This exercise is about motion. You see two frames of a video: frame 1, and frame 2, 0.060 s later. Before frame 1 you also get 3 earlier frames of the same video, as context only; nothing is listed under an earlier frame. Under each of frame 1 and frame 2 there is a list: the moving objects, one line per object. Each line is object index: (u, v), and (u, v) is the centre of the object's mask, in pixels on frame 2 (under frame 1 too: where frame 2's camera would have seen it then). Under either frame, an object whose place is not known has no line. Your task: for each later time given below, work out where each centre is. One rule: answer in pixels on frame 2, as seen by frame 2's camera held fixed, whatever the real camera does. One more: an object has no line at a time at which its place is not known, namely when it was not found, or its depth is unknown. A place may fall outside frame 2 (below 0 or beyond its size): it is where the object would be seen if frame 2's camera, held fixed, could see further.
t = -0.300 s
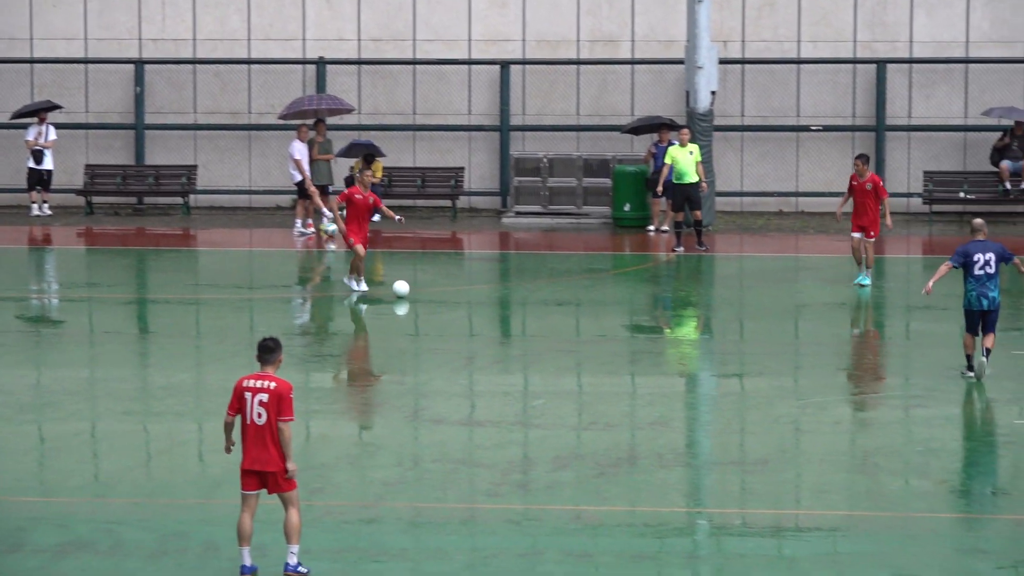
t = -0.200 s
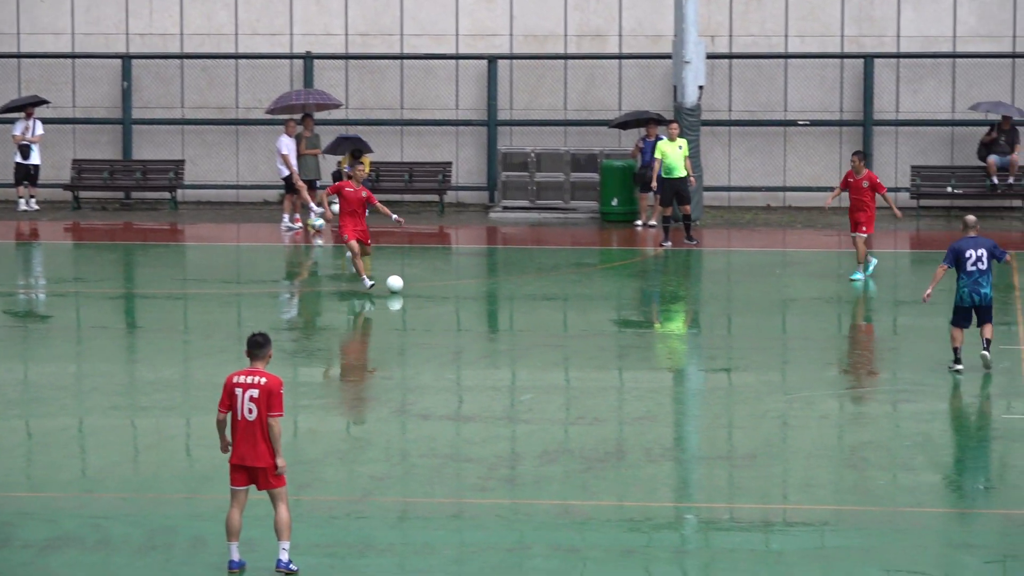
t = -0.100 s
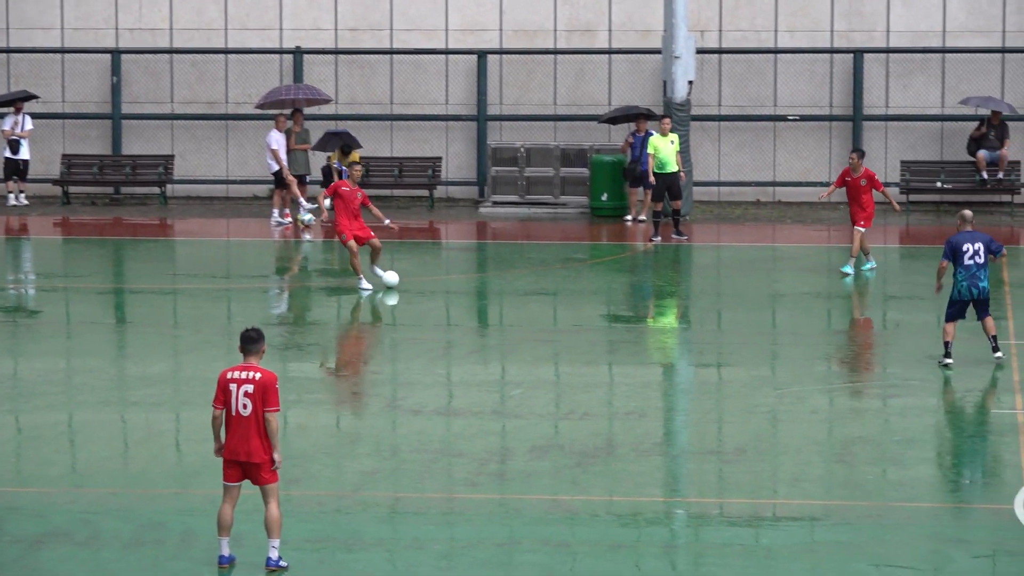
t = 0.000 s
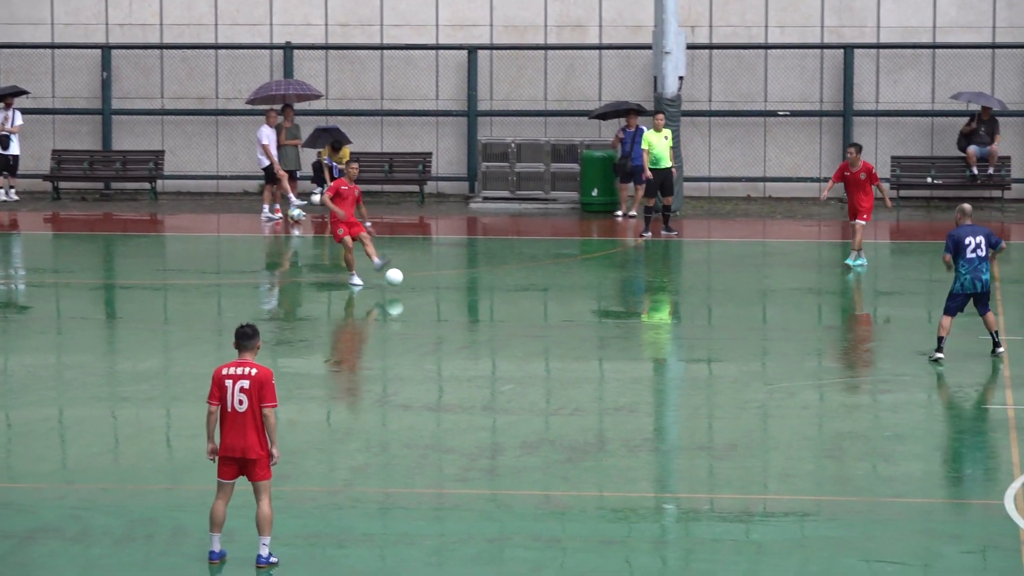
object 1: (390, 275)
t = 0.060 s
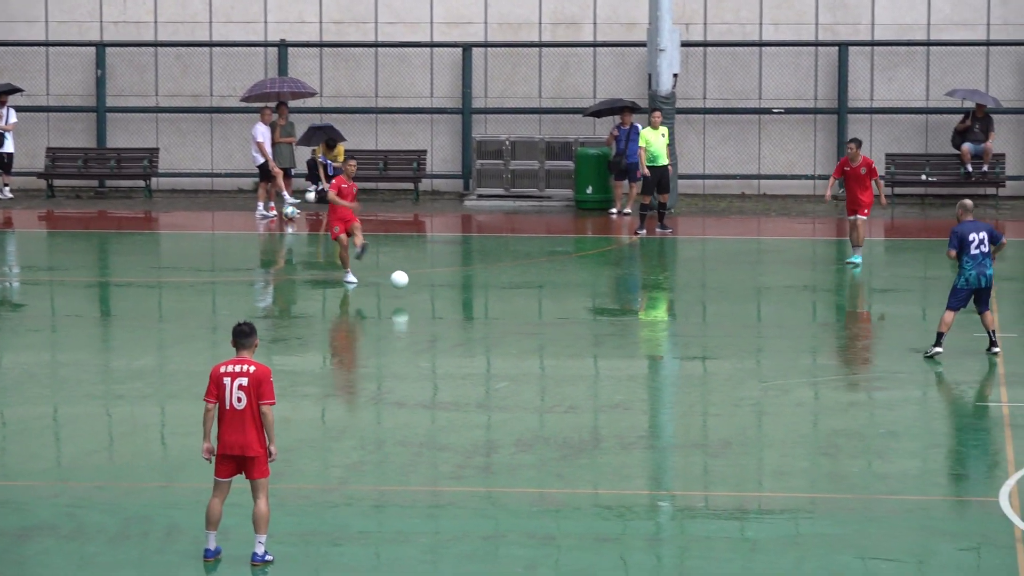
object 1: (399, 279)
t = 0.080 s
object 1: (402, 282)
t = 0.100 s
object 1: (405, 284)
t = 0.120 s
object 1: (409, 287)
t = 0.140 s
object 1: (412, 291)
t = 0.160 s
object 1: (415, 295)
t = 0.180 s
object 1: (418, 299)
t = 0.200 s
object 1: (421, 304)
